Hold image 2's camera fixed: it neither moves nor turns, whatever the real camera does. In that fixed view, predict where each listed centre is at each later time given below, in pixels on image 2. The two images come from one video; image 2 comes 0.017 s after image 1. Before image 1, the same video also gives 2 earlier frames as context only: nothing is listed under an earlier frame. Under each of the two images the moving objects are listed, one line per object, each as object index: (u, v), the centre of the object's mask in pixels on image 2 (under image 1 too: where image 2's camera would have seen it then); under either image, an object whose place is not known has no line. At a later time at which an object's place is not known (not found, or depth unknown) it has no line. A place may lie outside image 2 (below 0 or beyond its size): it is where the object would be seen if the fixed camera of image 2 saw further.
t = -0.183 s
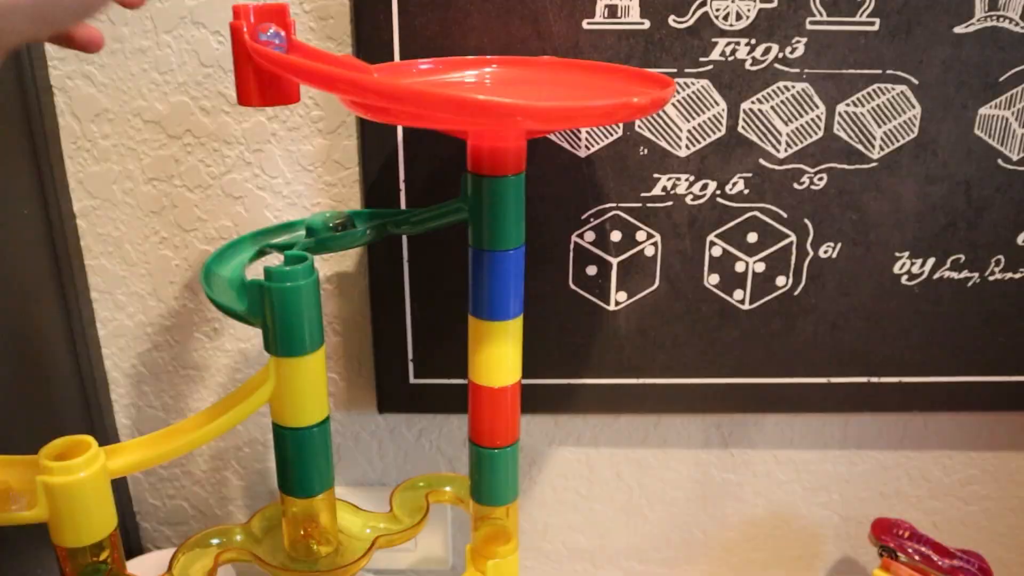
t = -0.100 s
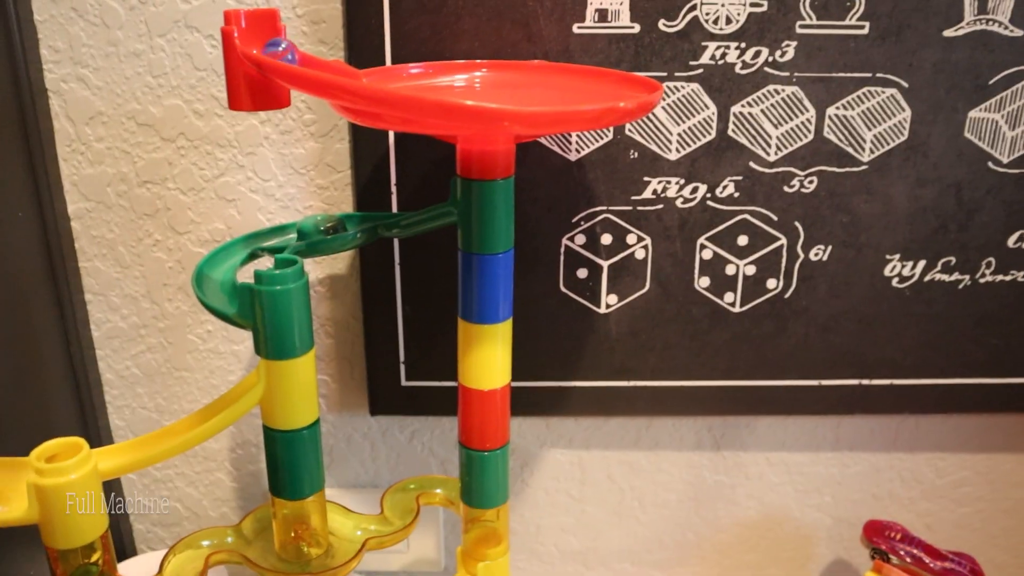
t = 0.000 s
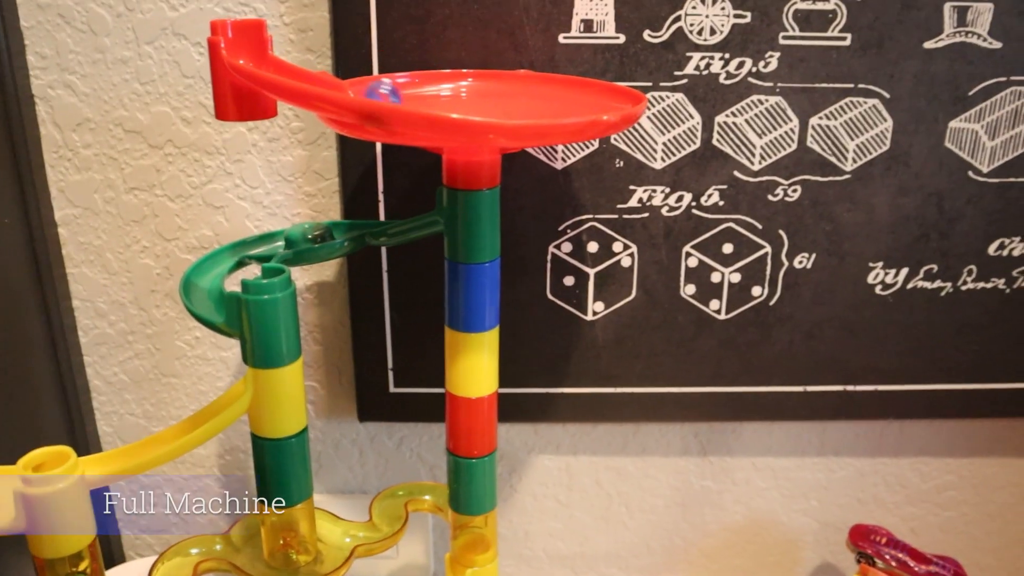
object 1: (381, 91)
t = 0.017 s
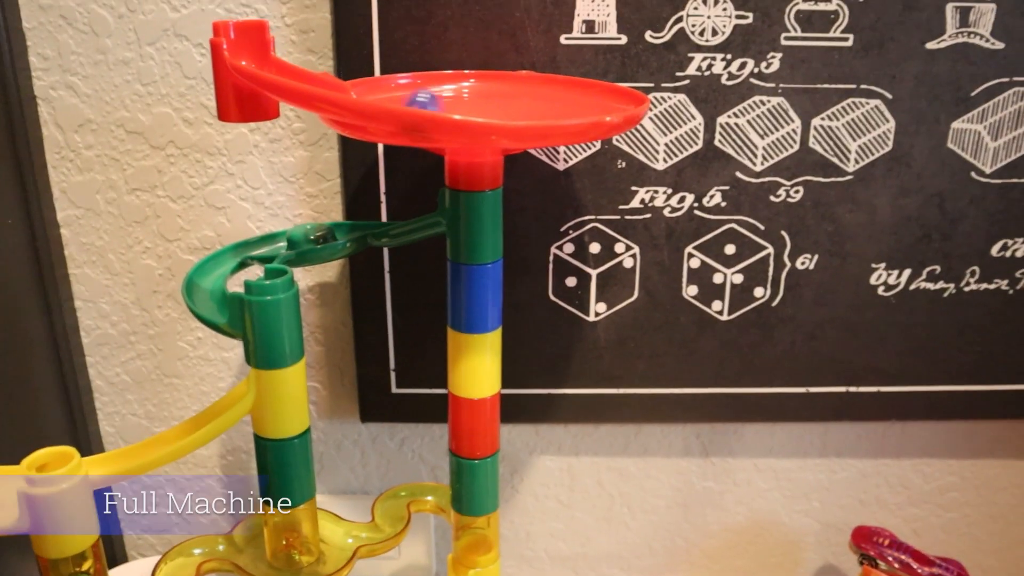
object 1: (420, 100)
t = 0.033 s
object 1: (459, 105)
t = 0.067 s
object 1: (541, 111)
